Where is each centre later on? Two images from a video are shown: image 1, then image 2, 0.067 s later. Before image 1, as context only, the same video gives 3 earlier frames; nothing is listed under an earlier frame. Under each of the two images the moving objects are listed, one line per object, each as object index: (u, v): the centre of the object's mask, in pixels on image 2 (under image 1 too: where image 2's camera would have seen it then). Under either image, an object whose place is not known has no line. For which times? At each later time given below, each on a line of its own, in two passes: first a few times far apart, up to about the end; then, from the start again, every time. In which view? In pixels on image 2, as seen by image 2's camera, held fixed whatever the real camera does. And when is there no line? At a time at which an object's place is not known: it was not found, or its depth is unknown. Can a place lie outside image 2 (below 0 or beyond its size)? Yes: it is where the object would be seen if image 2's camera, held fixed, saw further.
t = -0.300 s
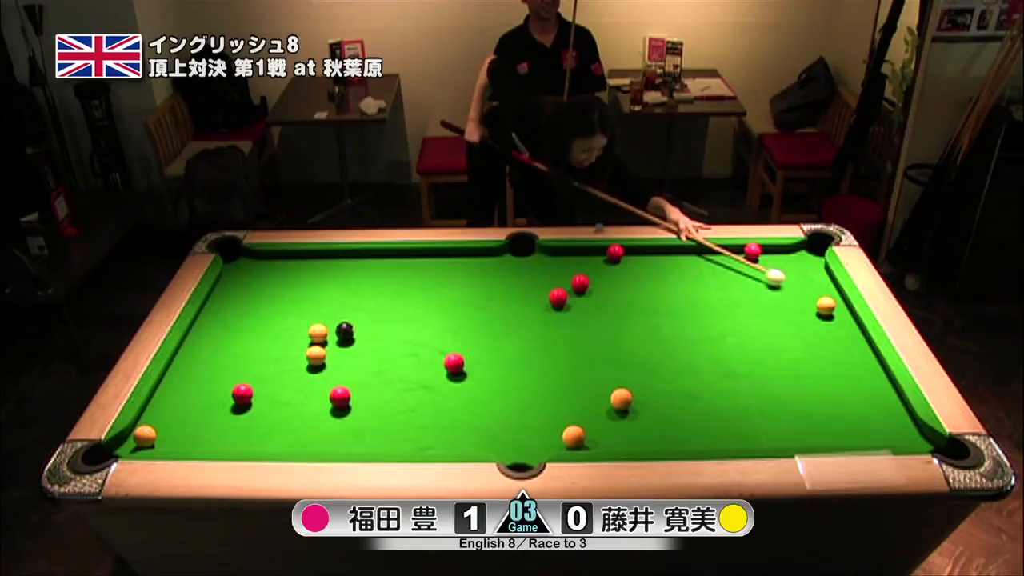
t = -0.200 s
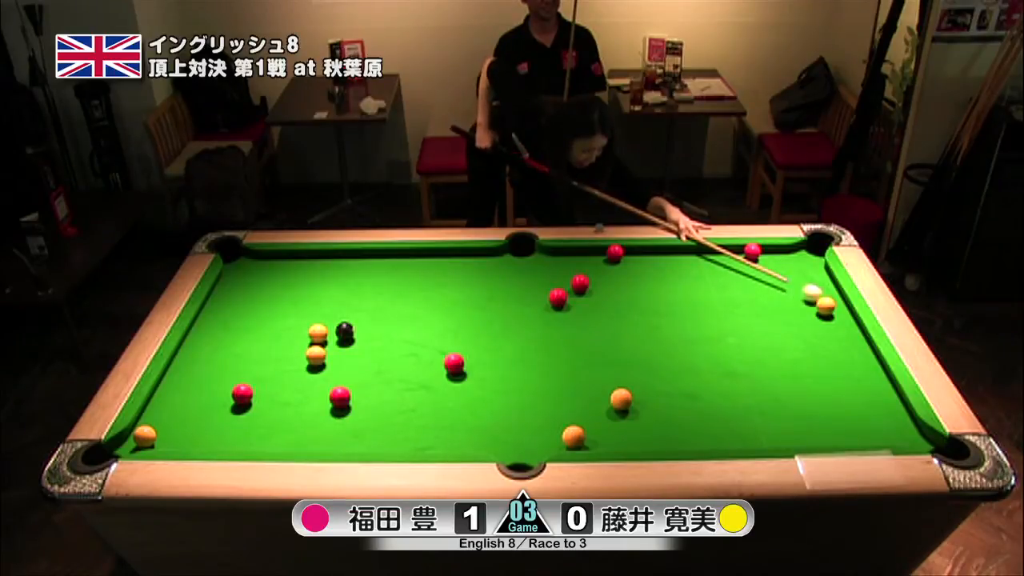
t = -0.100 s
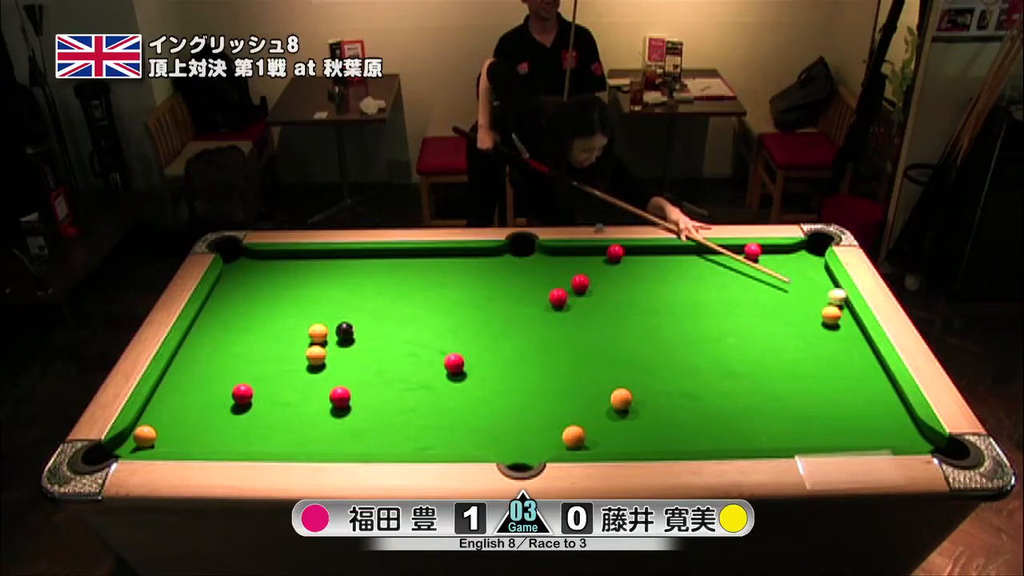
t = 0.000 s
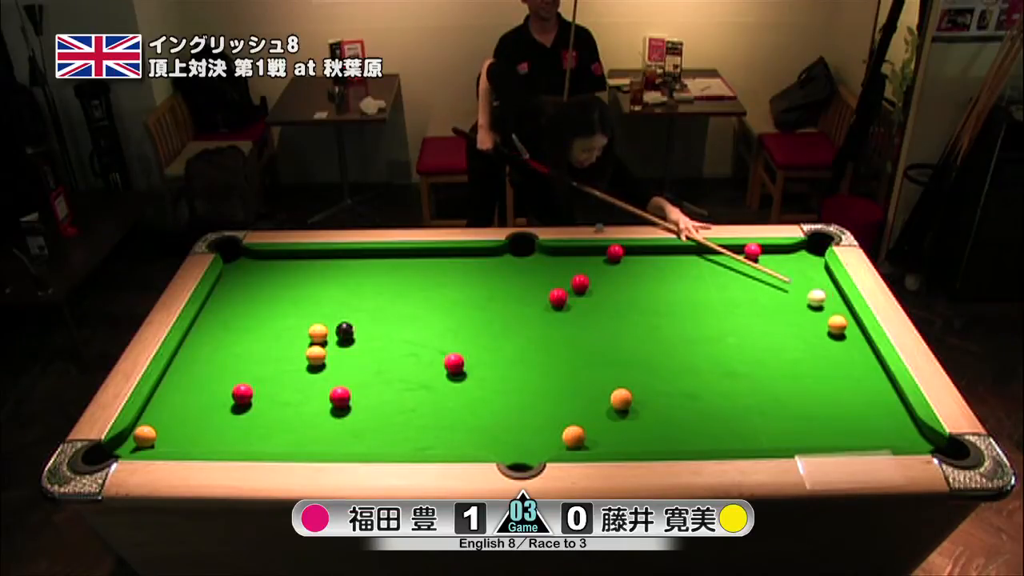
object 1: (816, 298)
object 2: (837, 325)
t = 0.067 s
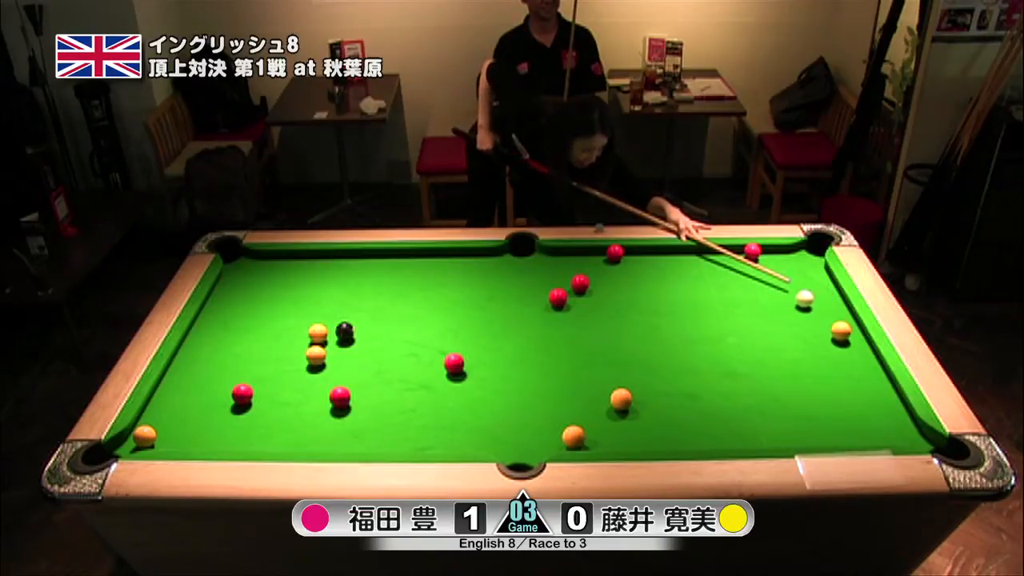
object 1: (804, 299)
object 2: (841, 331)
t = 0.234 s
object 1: (775, 302)
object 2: (850, 347)
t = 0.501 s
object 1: (730, 305)
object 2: (866, 373)
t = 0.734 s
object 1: (692, 308)
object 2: (880, 396)
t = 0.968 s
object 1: (657, 311)
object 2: (893, 419)
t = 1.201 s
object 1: (623, 314)
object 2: (907, 439)
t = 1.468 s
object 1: (588, 317)
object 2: (920, 433)
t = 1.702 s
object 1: (559, 319)
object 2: (916, 434)
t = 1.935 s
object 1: (532, 322)
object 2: (910, 435)
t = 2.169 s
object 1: (508, 324)
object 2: (907, 435)
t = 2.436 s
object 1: (483, 326)
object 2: (905, 435)
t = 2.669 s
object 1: (464, 328)
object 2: (905, 435)
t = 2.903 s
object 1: (448, 329)
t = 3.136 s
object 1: (433, 331)
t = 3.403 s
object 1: (419, 332)
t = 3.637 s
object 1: (410, 333)
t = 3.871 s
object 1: (403, 333)
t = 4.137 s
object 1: (398, 332)
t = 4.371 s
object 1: (395, 332)
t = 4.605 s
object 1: (395, 332)
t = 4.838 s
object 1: (395, 332)
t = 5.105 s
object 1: (395, 332)
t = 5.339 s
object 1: (395, 332)
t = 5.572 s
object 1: (395, 332)
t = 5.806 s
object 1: (395, 332)
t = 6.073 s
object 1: (395, 332)
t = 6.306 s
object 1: (395, 332)
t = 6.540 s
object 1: (395, 332)
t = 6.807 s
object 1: (395, 332)
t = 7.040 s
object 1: (395, 332)
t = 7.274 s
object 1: (395, 332)
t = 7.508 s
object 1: (395, 332)
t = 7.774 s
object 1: (395, 332)
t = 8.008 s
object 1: (395, 332)
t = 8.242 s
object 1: (395, 332)
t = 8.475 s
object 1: (395, 332)
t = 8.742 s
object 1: (395, 332)
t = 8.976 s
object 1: (395, 332)
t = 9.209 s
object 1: (395, 332)
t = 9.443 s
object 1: (395, 332)
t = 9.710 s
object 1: (395, 332)
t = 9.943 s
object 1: (395, 332)
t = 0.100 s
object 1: (798, 299)
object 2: (843, 334)
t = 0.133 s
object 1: (793, 300)
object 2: (845, 337)
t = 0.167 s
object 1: (787, 300)
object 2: (847, 340)
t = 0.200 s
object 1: (781, 301)
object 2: (849, 344)
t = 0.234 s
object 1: (775, 302)
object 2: (850, 347)
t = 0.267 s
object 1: (769, 302)
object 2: (852, 350)
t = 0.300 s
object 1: (763, 302)
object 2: (855, 354)
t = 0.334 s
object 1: (758, 303)
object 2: (857, 357)
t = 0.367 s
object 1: (752, 303)
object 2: (858, 360)
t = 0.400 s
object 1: (746, 304)
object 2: (861, 363)
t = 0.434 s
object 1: (741, 304)
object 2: (863, 367)
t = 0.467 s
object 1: (736, 304)
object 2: (864, 370)
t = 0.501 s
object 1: (730, 305)
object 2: (866, 373)
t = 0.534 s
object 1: (725, 305)
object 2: (868, 377)
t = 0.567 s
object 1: (719, 306)
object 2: (870, 380)
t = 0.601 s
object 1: (714, 306)
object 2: (872, 383)
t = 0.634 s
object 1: (708, 307)
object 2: (874, 386)
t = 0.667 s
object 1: (703, 307)
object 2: (876, 390)
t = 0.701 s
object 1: (697, 308)
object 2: (878, 393)
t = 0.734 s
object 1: (692, 308)
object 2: (880, 396)
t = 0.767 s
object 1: (687, 309)
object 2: (882, 400)
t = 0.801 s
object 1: (682, 309)
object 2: (884, 403)
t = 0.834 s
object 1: (677, 309)
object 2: (885, 406)
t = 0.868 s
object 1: (672, 310)
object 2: (887, 409)
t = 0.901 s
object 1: (667, 310)
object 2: (889, 413)
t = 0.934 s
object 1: (662, 311)
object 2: (891, 416)
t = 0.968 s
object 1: (657, 311)
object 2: (893, 419)
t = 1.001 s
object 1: (652, 311)
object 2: (895, 423)
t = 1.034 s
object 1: (647, 312)
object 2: (897, 426)
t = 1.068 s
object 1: (642, 312)
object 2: (898, 429)
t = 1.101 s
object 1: (638, 313)
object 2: (901, 432)
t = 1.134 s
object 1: (633, 313)
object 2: (903, 435)
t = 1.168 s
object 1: (628, 313)
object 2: (905, 437)
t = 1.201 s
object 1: (623, 314)
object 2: (907, 439)
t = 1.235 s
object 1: (619, 314)
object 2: (909, 438)
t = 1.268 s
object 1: (614, 315)
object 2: (911, 438)
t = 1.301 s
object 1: (610, 315)
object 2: (912, 437)
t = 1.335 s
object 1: (605, 315)
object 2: (914, 436)
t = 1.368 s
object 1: (601, 316)
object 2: (915, 436)
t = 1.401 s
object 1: (596, 316)
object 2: (917, 435)
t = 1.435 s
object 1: (592, 317)
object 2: (918, 434)
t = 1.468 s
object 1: (588, 317)
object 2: (920, 433)
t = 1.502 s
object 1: (583, 317)
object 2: (921, 433)
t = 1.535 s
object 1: (579, 318)
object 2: (920, 433)
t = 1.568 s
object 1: (575, 318)
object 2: (919, 433)
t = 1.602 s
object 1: (571, 318)
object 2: (918, 433)
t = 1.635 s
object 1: (567, 318)
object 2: (917, 434)
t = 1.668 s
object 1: (563, 319)
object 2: (916, 434)
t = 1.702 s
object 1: (559, 319)
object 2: (916, 434)
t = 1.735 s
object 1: (555, 319)
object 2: (915, 434)
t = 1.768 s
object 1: (551, 320)
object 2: (914, 434)
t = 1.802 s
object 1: (547, 320)
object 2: (913, 434)
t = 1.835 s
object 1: (543, 320)
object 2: (912, 435)
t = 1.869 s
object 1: (540, 321)
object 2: (911, 435)
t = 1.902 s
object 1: (536, 321)
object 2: (911, 435)
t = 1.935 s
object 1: (532, 322)
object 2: (910, 435)
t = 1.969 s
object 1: (529, 322)
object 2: (910, 435)
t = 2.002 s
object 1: (525, 322)
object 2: (909, 435)
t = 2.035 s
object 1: (522, 323)
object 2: (909, 436)
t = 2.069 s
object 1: (518, 323)
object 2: (908, 435)
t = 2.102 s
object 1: (515, 323)
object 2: (908, 435)
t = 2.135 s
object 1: (511, 323)
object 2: (907, 436)
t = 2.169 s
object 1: (508, 324)
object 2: (907, 435)
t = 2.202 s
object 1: (505, 324)
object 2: (907, 435)
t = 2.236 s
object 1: (501, 324)
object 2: (906, 435)
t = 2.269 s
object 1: (498, 325)
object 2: (906, 435)
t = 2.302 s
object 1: (495, 325)
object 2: (906, 435)
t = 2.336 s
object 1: (492, 325)
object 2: (905, 435)
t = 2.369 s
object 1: (489, 325)
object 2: (905, 435)
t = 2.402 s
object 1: (486, 325)
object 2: (905, 435)
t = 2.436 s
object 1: (483, 326)
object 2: (905, 435)
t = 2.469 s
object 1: (480, 326)
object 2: (905, 435)
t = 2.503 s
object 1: (477, 327)
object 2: (905, 435)
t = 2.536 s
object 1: (474, 327)
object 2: (905, 435)
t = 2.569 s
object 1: (472, 327)
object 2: (905, 435)
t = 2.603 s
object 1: (469, 327)
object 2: (905, 435)
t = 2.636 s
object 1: (466, 327)
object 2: (905, 435)
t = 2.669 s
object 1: (464, 328)
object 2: (905, 435)
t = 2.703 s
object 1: (461, 328)
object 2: (905, 435)
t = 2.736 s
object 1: (459, 328)
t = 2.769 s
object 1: (457, 328)
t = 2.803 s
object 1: (454, 329)
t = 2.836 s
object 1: (452, 329)
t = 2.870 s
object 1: (450, 329)
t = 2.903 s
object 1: (448, 329)
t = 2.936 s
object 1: (445, 330)
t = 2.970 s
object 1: (443, 330)
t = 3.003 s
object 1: (441, 330)
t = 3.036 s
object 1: (439, 330)
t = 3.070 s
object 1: (437, 330)
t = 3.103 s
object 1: (435, 330)
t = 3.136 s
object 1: (433, 331)
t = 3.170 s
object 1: (431, 331)
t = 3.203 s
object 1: (429, 331)
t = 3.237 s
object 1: (427, 331)
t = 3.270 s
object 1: (426, 332)
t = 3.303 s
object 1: (424, 332)
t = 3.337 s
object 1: (423, 332)
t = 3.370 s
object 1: (421, 332)
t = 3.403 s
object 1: (419, 332)
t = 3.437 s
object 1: (418, 332)
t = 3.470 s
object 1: (417, 332)
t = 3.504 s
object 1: (415, 332)
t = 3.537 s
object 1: (414, 332)
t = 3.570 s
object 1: (412, 333)
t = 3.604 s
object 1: (411, 333)
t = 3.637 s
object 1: (410, 333)
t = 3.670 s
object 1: (409, 333)
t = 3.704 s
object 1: (408, 333)
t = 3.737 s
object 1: (406, 333)
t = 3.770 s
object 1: (406, 333)
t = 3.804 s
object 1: (405, 333)
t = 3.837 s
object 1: (404, 333)
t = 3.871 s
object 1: (403, 333)
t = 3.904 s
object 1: (402, 333)
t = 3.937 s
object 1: (401, 332)
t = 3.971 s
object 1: (401, 332)
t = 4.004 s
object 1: (400, 332)
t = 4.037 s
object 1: (399, 332)
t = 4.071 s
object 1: (399, 332)
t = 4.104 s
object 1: (398, 332)
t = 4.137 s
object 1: (398, 332)
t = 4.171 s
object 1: (397, 332)
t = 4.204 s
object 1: (397, 332)
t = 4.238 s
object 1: (396, 332)
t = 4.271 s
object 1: (396, 332)
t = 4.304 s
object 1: (396, 332)
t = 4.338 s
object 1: (395, 332)
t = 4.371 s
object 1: (395, 332)
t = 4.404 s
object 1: (395, 332)
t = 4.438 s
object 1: (395, 332)
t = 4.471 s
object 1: (395, 332)
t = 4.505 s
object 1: (394, 332)
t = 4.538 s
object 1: (394, 332)
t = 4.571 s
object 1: (394, 332)
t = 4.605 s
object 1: (395, 332)
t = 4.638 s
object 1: (395, 332)
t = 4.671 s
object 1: (395, 332)
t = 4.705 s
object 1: (395, 332)
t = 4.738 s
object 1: (395, 332)
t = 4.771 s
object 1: (395, 332)
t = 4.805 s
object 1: (395, 332)
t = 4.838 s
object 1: (395, 332)
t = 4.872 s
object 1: (395, 332)
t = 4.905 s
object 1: (395, 332)
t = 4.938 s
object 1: (395, 332)
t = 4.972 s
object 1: (395, 332)
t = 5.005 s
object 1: (395, 332)
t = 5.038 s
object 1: (395, 332)
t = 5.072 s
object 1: (395, 332)
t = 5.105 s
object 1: (395, 332)
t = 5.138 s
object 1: (395, 332)
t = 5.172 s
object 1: (395, 332)
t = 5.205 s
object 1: (395, 332)
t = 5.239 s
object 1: (395, 332)
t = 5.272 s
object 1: (395, 332)
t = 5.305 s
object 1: (395, 332)
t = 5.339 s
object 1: (395, 332)
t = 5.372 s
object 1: (395, 332)
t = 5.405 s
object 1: (395, 332)
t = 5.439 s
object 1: (395, 332)
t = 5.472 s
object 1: (395, 332)
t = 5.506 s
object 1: (395, 332)
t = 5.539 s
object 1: (395, 332)
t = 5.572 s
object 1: (395, 332)
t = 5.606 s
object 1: (395, 332)
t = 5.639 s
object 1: (395, 332)
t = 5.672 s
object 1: (395, 332)
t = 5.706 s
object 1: (395, 332)
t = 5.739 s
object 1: (395, 332)
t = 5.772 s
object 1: (395, 332)
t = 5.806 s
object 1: (395, 332)
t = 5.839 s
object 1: (395, 332)
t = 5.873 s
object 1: (395, 332)
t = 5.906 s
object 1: (395, 332)
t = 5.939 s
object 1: (395, 332)
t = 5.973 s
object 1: (395, 332)
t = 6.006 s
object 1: (395, 332)
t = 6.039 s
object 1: (395, 332)
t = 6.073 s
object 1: (395, 332)
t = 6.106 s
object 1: (395, 332)
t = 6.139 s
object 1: (395, 332)
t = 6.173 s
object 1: (395, 332)
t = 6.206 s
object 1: (395, 332)
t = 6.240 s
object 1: (395, 332)
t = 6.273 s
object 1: (395, 332)
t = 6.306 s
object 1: (395, 332)
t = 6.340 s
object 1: (395, 332)
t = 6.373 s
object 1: (395, 332)
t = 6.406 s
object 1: (395, 332)
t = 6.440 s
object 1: (395, 332)
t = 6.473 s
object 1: (395, 332)
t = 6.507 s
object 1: (395, 332)
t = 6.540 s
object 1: (395, 332)
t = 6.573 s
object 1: (395, 332)
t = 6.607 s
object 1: (395, 332)
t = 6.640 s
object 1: (395, 332)
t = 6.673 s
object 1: (395, 332)
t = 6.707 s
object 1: (395, 332)
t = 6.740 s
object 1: (395, 332)
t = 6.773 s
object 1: (395, 332)
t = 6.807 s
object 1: (395, 332)
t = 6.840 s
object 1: (395, 332)
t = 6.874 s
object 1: (395, 332)
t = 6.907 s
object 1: (395, 332)
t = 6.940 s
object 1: (395, 332)
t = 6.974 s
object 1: (395, 332)
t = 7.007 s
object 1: (395, 332)
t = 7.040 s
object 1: (395, 332)
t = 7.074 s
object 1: (395, 332)
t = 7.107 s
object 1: (395, 332)
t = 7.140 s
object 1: (395, 332)
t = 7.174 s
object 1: (395, 332)
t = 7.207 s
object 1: (395, 332)
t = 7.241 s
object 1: (395, 332)
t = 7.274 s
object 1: (395, 332)
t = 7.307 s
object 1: (395, 332)
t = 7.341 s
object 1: (395, 332)
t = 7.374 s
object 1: (395, 332)
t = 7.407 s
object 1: (395, 332)
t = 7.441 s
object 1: (395, 332)
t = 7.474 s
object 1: (395, 332)
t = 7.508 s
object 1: (395, 332)
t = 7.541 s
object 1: (395, 332)
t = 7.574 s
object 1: (395, 332)
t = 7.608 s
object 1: (395, 332)
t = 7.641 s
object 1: (395, 332)
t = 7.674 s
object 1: (395, 332)
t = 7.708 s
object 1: (395, 332)
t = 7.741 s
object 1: (395, 332)
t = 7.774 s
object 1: (395, 332)
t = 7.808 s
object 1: (395, 332)
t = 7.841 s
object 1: (395, 332)
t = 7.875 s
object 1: (395, 332)
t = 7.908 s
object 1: (395, 332)
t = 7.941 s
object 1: (395, 332)
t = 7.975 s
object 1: (395, 332)
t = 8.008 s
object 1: (395, 332)
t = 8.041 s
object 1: (395, 332)
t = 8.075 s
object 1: (395, 332)
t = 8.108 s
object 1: (395, 332)
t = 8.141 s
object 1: (395, 332)
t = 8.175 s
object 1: (395, 332)
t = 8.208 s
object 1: (395, 332)
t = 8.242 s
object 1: (395, 332)
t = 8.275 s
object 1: (395, 332)
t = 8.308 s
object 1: (395, 332)
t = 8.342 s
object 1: (395, 332)
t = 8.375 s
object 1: (395, 332)
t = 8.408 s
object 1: (395, 332)
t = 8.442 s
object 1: (395, 332)
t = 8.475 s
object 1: (395, 332)
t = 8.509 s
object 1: (395, 332)
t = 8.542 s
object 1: (395, 332)
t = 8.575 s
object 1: (395, 332)
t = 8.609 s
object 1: (395, 332)
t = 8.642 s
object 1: (395, 332)
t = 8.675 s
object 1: (395, 332)
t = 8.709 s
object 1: (395, 332)
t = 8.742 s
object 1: (395, 332)
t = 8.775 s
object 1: (395, 332)
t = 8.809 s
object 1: (395, 332)
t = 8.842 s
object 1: (395, 332)
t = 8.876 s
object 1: (395, 332)
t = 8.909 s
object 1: (395, 332)
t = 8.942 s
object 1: (395, 332)
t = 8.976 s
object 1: (395, 332)
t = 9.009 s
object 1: (395, 332)
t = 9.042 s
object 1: (395, 332)
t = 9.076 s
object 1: (395, 332)
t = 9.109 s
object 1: (395, 332)
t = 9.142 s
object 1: (395, 332)
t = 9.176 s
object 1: (395, 332)
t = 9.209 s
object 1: (395, 332)
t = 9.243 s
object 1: (395, 332)
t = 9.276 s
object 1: (395, 332)
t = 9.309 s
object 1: (395, 332)
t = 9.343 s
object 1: (395, 332)
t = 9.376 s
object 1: (395, 332)
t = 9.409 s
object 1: (395, 332)
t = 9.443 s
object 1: (395, 332)
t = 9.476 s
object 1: (395, 332)
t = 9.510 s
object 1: (395, 332)
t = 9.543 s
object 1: (395, 332)
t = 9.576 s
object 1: (395, 332)
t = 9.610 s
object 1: (395, 332)
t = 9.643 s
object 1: (395, 332)
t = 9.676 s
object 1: (395, 332)
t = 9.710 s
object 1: (395, 332)
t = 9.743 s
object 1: (395, 332)
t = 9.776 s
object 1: (395, 332)
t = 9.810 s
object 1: (395, 332)
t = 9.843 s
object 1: (395, 332)
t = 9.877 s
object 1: (395, 332)
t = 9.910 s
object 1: (395, 332)
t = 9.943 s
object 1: (395, 332)
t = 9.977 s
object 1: (395, 332)
